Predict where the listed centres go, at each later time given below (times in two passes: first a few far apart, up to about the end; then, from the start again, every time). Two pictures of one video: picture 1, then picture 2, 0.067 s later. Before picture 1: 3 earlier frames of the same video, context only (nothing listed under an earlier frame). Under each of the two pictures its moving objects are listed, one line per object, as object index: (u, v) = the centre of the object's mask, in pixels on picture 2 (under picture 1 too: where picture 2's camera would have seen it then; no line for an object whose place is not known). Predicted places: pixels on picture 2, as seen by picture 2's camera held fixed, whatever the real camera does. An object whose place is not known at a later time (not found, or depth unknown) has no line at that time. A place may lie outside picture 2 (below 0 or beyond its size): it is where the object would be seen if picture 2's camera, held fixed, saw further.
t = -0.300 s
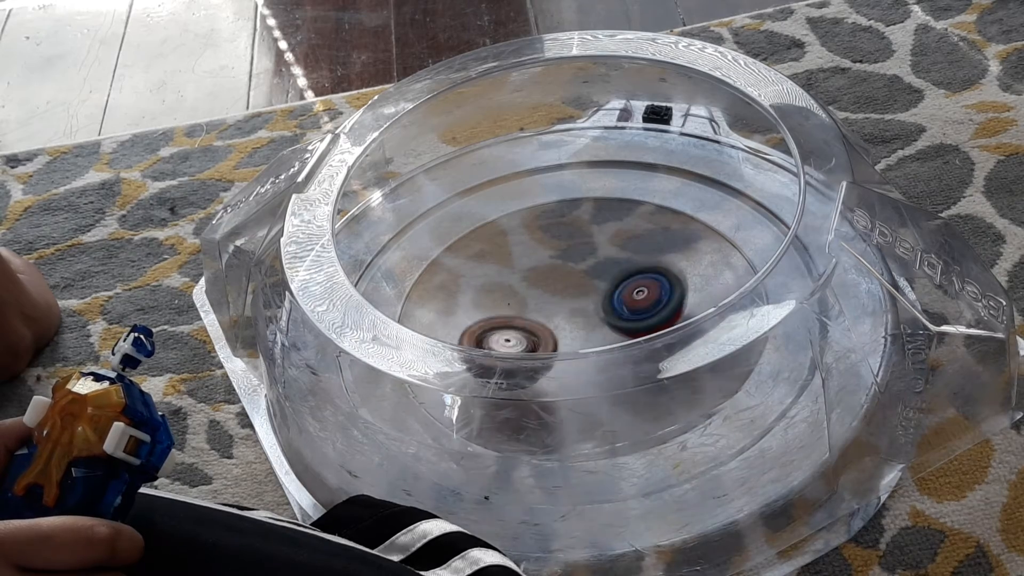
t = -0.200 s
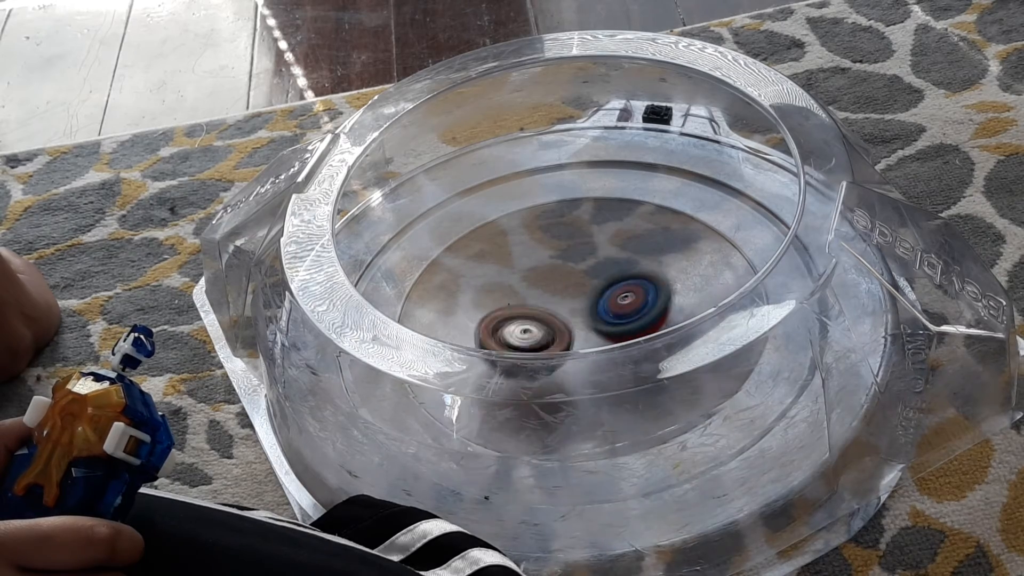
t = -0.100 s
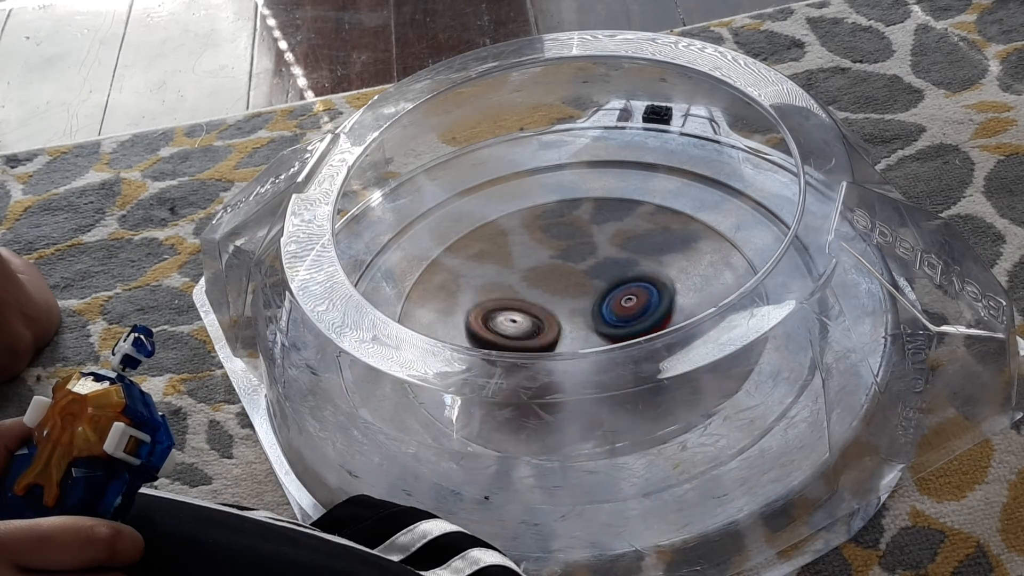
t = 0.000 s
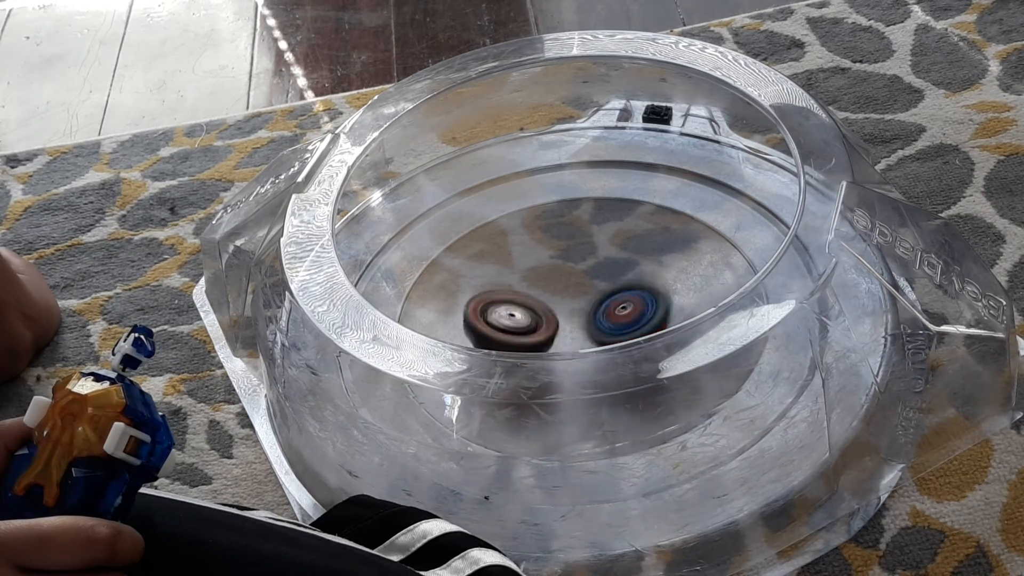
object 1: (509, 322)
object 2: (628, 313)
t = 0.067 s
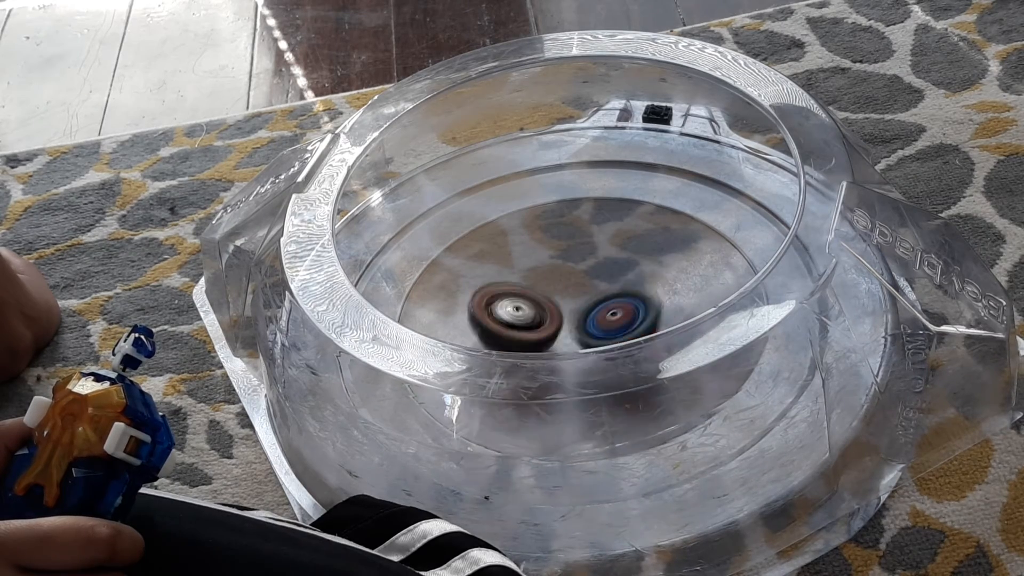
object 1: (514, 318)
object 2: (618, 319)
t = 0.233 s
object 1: (525, 295)
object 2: (621, 339)
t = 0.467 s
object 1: (562, 268)
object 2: (600, 338)
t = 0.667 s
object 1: (594, 260)
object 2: (571, 344)
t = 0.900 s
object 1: (622, 282)
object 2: (545, 328)
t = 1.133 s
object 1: (643, 305)
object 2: (515, 325)
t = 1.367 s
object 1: (627, 325)
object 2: (535, 298)
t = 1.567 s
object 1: (592, 337)
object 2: (539, 276)
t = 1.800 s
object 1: (537, 335)
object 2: (588, 278)
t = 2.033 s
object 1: (523, 313)
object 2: (627, 275)
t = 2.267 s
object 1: (544, 283)
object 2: (629, 312)
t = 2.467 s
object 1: (577, 271)
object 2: (616, 341)
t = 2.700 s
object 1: (615, 285)
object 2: (571, 352)
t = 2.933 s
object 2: (525, 329)
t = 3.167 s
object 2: (535, 302)
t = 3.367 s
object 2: (566, 280)
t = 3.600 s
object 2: (608, 282)
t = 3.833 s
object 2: (638, 305)
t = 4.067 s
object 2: (607, 328)
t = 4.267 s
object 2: (565, 349)
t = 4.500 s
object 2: (528, 327)
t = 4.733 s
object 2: (522, 295)
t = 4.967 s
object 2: (585, 289)
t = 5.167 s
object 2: (649, 282)
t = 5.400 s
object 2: (626, 302)
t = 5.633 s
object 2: (637, 315)
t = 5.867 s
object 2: (611, 318)
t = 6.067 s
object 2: (573, 323)
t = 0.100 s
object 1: (517, 315)
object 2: (615, 321)
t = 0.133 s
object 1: (517, 309)
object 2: (617, 323)
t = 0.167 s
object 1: (519, 305)
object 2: (618, 325)
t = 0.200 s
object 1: (521, 300)
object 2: (620, 334)
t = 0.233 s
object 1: (525, 295)
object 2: (621, 339)
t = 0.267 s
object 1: (530, 291)
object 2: (621, 340)
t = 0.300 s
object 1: (534, 287)
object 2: (620, 339)
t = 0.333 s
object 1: (540, 284)
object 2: (618, 336)
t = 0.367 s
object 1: (546, 281)
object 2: (615, 334)
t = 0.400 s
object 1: (551, 278)
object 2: (608, 328)
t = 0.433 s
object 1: (557, 273)
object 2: (599, 334)
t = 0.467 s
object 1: (562, 268)
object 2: (600, 338)
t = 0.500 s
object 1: (567, 265)
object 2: (594, 338)
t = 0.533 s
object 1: (572, 262)
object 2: (590, 340)
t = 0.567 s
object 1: (577, 261)
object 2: (584, 342)
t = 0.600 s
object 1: (583, 260)
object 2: (579, 344)
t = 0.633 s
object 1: (589, 259)
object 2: (576, 343)
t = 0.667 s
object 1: (594, 260)
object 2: (571, 344)
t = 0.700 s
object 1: (599, 262)
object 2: (567, 342)
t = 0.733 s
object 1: (605, 264)
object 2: (563, 341)
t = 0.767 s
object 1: (609, 267)
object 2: (560, 333)
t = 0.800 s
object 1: (613, 270)
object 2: (556, 332)
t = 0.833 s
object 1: (617, 273)
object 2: (554, 330)
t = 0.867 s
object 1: (620, 278)
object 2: (550, 329)
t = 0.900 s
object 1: (622, 282)
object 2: (545, 328)
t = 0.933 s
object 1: (629, 286)
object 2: (535, 327)
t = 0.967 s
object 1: (635, 290)
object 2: (526, 325)
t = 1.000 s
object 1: (639, 294)
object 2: (519, 326)
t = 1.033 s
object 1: (641, 296)
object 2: (515, 326)
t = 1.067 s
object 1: (643, 299)
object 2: (512, 326)
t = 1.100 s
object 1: (644, 302)
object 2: (512, 326)
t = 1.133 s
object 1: (643, 305)
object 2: (515, 325)
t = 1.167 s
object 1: (641, 307)
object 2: (520, 324)
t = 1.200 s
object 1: (638, 311)
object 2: (525, 324)
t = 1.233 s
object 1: (635, 314)
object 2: (531, 323)
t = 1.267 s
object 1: (632, 317)
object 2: (537, 320)
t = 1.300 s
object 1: (632, 319)
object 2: (537, 313)
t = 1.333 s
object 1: (630, 323)
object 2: (535, 305)
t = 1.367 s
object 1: (627, 325)
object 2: (535, 298)
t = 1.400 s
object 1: (623, 327)
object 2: (533, 293)
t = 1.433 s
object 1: (619, 329)
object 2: (533, 287)
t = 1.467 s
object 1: (612, 332)
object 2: (533, 283)
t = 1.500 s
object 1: (607, 333)
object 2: (534, 280)
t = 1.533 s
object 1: (601, 335)
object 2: (536, 277)
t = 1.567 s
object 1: (592, 337)
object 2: (539, 276)
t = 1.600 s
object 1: (583, 338)
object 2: (543, 277)
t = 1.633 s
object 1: (575, 338)
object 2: (549, 278)
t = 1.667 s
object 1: (566, 338)
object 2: (554, 280)
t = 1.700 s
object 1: (558, 337)
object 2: (562, 282)
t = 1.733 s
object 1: (549, 338)
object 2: (571, 281)
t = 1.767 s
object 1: (541, 337)
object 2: (579, 280)
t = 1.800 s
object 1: (537, 335)
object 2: (588, 278)
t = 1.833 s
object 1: (532, 333)
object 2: (596, 275)
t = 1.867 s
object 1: (528, 330)
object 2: (603, 274)
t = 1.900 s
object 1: (526, 327)
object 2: (609, 272)
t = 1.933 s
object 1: (524, 324)
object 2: (615, 271)
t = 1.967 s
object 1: (523, 321)
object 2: (621, 270)
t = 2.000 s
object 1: (523, 318)
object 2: (626, 272)
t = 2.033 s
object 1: (523, 313)
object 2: (627, 275)
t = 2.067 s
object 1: (525, 308)
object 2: (631, 279)
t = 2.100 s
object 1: (527, 304)
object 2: (630, 284)
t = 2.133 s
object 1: (530, 300)
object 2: (631, 289)
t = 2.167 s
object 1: (534, 295)
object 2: (630, 294)
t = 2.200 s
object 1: (538, 292)
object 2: (629, 300)
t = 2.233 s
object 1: (541, 288)
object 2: (627, 307)
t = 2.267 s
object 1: (544, 283)
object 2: (629, 312)
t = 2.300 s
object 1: (548, 280)
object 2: (627, 316)
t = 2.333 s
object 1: (553, 276)
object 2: (631, 318)
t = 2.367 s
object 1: (559, 274)
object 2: (624, 323)
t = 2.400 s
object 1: (565, 272)
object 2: (625, 334)
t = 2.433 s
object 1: (570, 271)
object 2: (622, 340)
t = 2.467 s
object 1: (577, 271)
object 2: (616, 341)
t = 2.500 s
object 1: (583, 270)
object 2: (612, 345)
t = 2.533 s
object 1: (589, 271)
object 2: (607, 346)
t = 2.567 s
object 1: (595, 272)
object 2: (601, 354)
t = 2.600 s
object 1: (601, 275)
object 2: (593, 353)
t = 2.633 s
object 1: (606, 277)
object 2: (585, 353)
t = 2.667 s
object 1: (610, 281)
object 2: (579, 350)
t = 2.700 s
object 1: (615, 285)
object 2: (571, 352)
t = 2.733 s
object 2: (562, 349)
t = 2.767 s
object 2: (552, 345)
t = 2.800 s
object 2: (546, 344)
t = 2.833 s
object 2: (539, 342)
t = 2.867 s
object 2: (533, 340)
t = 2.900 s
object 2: (530, 337)
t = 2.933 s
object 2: (525, 329)
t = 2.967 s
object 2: (524, 326)
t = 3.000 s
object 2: (523, 323)
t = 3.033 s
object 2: (522, 319)
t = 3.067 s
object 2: (524, 316)
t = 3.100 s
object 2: (526, 311)
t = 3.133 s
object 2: (530, 306)
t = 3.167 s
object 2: (535, 302)
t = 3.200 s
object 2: (541, 297)
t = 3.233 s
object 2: (545, 293)
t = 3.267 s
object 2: (549, 289)
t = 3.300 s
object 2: (554, 285)
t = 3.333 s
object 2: (561, 282)
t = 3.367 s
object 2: (566, 280)
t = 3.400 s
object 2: (573, 277)
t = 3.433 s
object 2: (580, 275)
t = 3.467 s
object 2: (587, 277)
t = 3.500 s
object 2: (593, 276)
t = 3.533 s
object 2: (599, 277)
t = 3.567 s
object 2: (604, 280)
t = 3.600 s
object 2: (608, 282)
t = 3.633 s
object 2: (613, 286)
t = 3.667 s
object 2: (617, 289)
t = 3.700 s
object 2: (625, 292)
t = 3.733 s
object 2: (630, 295)
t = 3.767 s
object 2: (633, 298)
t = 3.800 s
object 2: (637, 303)
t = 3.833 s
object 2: (638, 305)
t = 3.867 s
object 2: (638, 308)
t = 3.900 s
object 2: (636, 310)
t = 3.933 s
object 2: (633, 316)
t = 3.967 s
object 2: (631, 319)
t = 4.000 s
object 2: (621, 322)
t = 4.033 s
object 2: (616, 326)
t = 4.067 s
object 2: (607, 328)
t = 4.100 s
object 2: (602, 329)
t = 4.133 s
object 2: (598, 343)
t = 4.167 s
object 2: (587, 347)
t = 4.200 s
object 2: (582, 348)
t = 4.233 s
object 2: (574, 349)
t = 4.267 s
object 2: (565, 349)
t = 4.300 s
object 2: (559, 347)
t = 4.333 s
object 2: (550, 348)
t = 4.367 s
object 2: (544, 347)
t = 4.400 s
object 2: (536, 336)
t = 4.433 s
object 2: (533, 333)
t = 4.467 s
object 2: (530, 330)
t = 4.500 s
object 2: (528, 327)
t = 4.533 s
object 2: (524, 324)
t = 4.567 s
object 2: (522, 320)
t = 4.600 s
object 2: (519, 315)
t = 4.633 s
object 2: (516, 307)
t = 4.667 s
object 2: (517, 300)
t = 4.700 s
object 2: (519, 297)
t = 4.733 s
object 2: (522, 295)
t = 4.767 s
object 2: (528, 293)
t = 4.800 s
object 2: (533, 291)
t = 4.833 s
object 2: (540, 290)
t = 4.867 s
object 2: (549, 291)
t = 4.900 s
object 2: (556, 293)
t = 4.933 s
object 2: (569, 289)
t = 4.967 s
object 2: (585, 289)
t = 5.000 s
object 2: (601, 287)
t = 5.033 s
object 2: (616, 290)
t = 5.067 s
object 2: (628, 286)
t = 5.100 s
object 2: (637, 284)
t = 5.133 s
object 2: (644, 282)
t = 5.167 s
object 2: (649, 282)
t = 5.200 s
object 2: (649, 282)
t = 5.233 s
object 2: (648, 282)
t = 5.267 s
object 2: (645, 284)
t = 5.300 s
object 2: (641, 286)
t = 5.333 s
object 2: (638, 289)
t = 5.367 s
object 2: (633, 294)
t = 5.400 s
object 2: (626, 302)
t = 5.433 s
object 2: (627, 307)
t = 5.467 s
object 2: (625, 310)
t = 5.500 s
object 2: (626, 313)
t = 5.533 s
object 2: (628, 315)
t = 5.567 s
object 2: (631, 316)
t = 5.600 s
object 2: (635, 316)
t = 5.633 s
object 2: (637, 315)
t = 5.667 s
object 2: (637, 315)
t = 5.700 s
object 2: (635, 315)
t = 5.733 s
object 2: (633, 316)
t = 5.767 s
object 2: (629, 315)
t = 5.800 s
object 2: (624, 315)
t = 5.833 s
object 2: (619, 316)
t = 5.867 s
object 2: (611, 318)
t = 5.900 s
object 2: (604, 318)
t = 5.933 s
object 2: (596, 319)
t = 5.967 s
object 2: (589, 320)
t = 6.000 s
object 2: (585, 321)
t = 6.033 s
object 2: (579, 322)
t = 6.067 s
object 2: (573, 323)
